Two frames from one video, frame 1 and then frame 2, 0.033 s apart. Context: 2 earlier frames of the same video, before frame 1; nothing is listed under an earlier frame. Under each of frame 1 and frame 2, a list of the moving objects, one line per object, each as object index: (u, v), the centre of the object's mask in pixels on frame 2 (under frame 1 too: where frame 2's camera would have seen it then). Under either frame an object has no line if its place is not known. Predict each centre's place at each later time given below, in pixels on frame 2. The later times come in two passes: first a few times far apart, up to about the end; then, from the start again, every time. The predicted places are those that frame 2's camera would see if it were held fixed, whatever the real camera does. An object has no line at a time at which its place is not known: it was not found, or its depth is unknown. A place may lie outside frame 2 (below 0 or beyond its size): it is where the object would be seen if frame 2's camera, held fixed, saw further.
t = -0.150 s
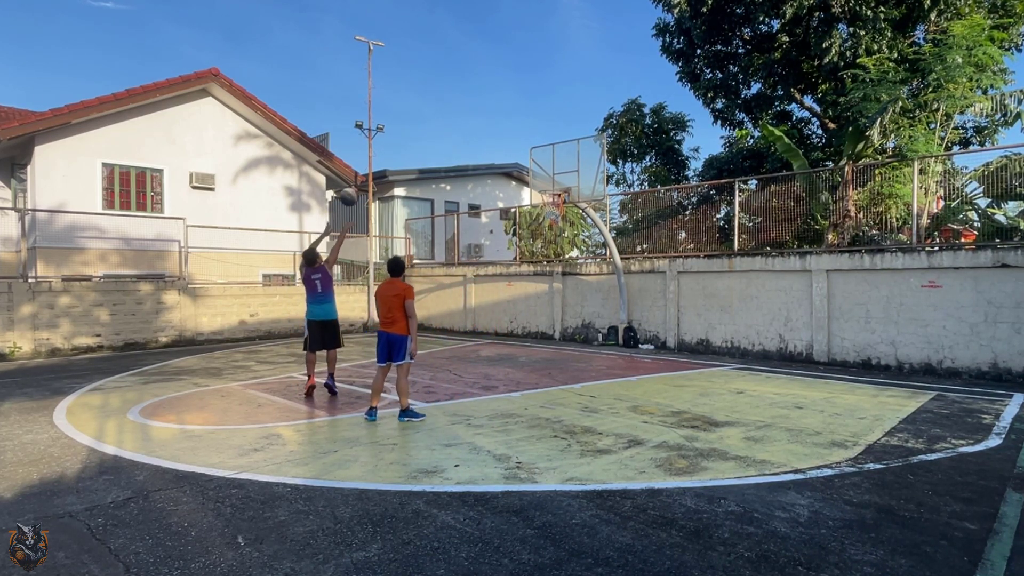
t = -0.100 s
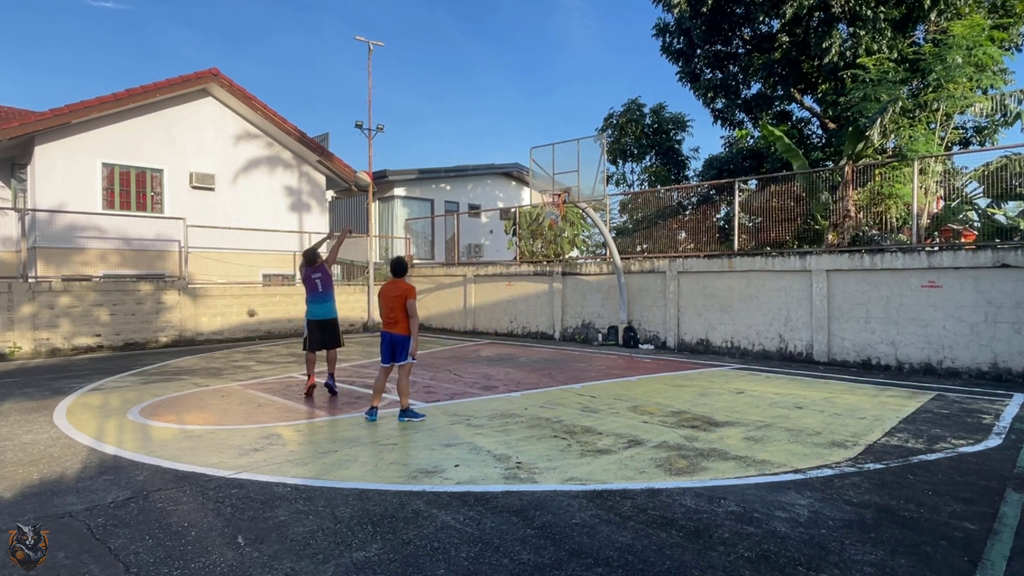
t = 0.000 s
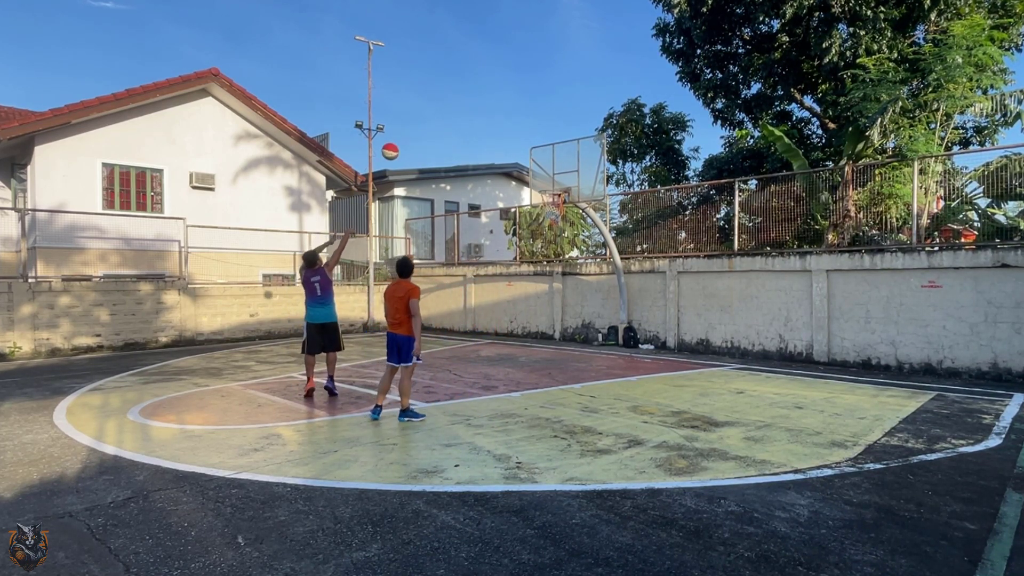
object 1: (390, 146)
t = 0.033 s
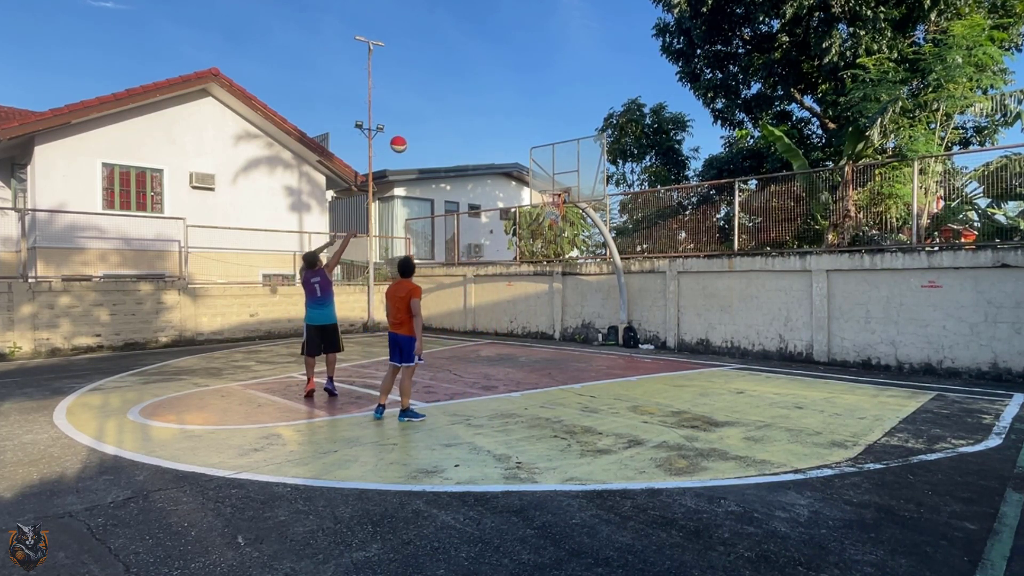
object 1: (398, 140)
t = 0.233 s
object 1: (445, 119)
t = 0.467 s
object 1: (491, 124)
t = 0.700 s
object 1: (531, 157)
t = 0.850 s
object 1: (552, 192)
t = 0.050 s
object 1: (402, 137)
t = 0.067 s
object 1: (406, 135)
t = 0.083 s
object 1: (410, 133)
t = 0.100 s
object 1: (414, 130)
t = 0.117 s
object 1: (418, 129)
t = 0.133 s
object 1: (422, 127)
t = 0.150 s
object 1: (426, 125)
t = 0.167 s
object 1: (430, 124)
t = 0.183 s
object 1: (434, 123)
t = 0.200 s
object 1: (437, 121)
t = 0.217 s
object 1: (441, 120)
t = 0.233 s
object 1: (445, 119)
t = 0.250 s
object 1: (448, 119)
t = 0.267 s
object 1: (452, 118)
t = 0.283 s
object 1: (455, 118)
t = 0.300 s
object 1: (459, 117)
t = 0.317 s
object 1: (462, 117)
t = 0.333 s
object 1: (466, 117)
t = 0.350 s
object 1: (469, 118)
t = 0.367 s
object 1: (472, 118)
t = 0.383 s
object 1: (476, 119)
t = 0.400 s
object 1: (479, 120)
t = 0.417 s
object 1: (482, 121)
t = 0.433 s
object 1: (485, 122)
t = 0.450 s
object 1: (488, 123)
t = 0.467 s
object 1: (491, 124)
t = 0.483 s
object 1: (494, 126)
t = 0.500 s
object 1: (497, 128)
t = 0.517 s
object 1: (500, 129)
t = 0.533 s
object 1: (503, 131)
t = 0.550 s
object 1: (506, 133)
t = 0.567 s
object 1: (509, 136)
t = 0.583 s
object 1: (512, 138)
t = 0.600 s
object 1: (515, 140)
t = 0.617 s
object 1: (517, 143)
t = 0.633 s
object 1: (520, 145)
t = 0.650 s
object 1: (523, 148)
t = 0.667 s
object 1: (525, 151)
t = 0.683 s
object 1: (528, 154)
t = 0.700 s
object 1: (531, 157)
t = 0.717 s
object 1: (533, 161)
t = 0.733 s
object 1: (536, 164)
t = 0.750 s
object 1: (538, 168)
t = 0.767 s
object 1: (540, 172)
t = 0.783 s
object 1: (543, 175)
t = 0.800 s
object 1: (545, 179)
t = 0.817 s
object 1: (548, 183)
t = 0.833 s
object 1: (550, 187)
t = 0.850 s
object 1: (552, 192)
